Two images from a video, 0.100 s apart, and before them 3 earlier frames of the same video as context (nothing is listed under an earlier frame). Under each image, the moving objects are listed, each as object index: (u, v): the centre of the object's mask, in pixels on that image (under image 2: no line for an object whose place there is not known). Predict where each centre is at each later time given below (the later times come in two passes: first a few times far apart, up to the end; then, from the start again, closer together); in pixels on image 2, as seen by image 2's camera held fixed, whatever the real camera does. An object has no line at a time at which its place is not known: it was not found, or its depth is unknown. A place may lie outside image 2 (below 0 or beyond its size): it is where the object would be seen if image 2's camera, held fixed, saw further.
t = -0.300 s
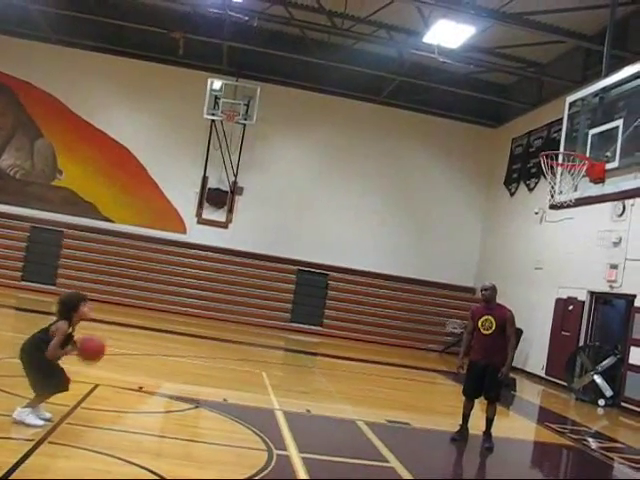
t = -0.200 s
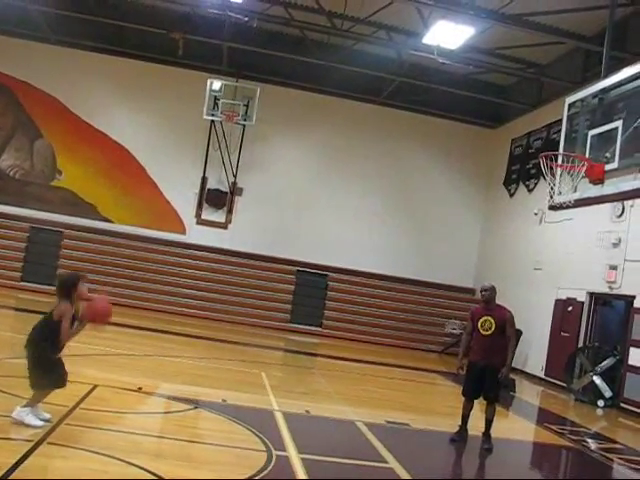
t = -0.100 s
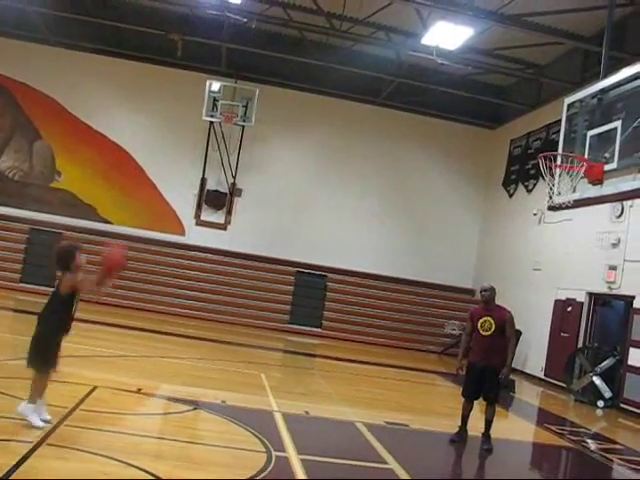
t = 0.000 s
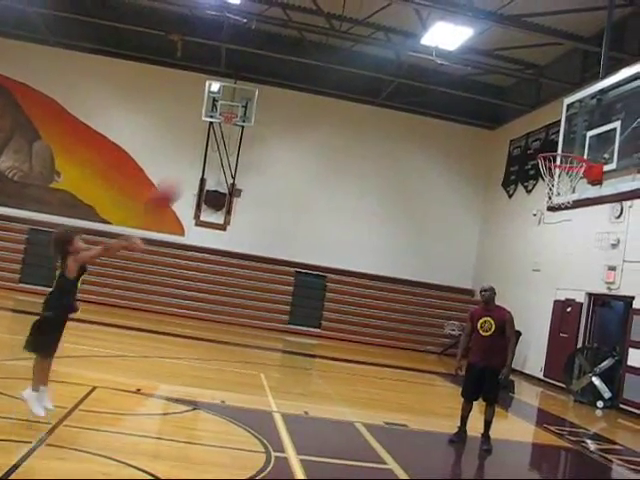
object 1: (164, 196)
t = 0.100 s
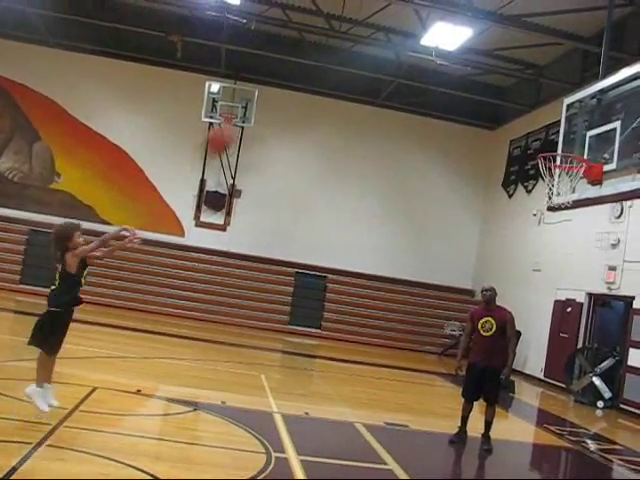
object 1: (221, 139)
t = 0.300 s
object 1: (316, 67)
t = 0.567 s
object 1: (421, 43)
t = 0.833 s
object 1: (519, 88)
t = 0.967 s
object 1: (559, 135)
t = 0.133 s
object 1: (236, 124)
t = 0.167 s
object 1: (253, 110)
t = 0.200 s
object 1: (271, 97)
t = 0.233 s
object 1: (286, 85)
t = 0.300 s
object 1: (316, 67)
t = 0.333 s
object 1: (331, 61)
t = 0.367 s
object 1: (344, 54)
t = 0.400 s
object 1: (358, 50)
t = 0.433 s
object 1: (372, 46)
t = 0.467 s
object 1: (385, 42)
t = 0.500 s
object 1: (399, 42)
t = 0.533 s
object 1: (410, 40)
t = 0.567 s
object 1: (421, 43)
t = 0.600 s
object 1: (436, 49)
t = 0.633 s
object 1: (452, 52)
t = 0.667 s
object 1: (464, 54)
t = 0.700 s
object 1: (475, 56)
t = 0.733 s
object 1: (485, 62)
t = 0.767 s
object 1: (498, 72)
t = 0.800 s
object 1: (508, 79)
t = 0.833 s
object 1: (519, 88)
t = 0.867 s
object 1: (529, 98)
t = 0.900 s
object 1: (539, 110)
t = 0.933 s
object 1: (549, 122)
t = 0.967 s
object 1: (559, 135)
